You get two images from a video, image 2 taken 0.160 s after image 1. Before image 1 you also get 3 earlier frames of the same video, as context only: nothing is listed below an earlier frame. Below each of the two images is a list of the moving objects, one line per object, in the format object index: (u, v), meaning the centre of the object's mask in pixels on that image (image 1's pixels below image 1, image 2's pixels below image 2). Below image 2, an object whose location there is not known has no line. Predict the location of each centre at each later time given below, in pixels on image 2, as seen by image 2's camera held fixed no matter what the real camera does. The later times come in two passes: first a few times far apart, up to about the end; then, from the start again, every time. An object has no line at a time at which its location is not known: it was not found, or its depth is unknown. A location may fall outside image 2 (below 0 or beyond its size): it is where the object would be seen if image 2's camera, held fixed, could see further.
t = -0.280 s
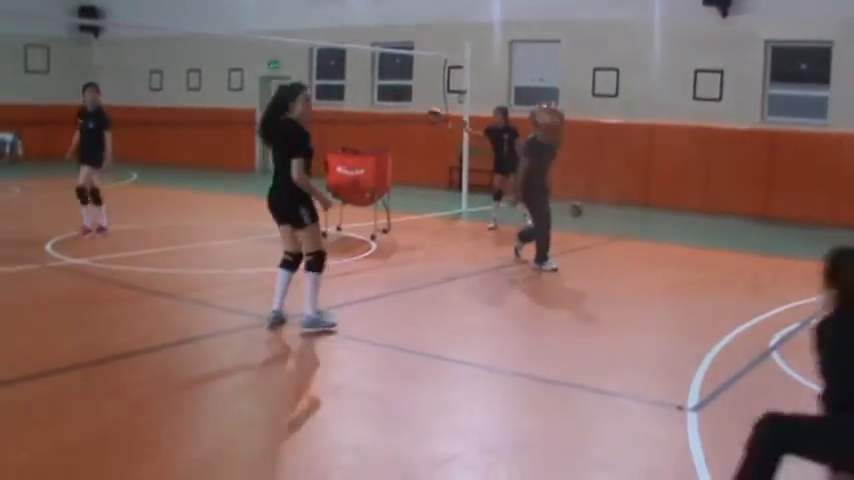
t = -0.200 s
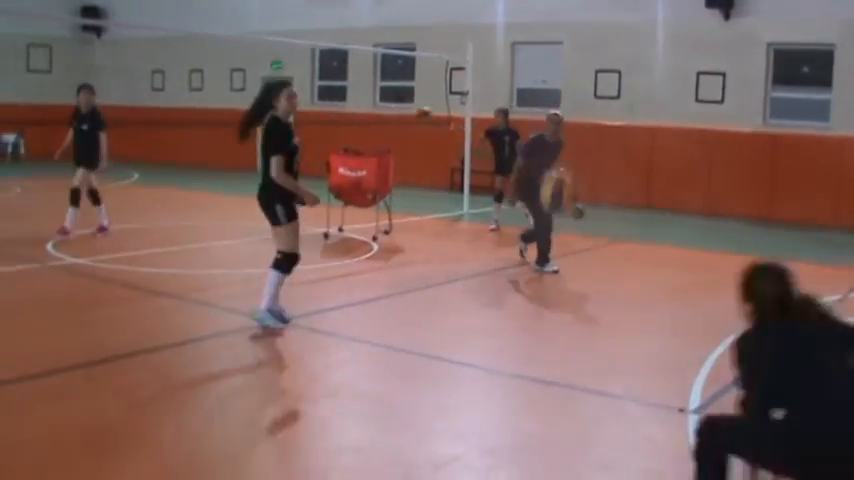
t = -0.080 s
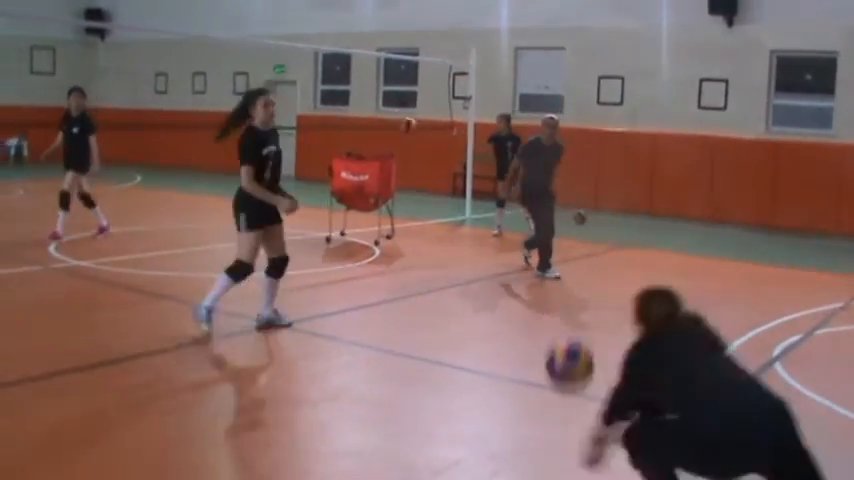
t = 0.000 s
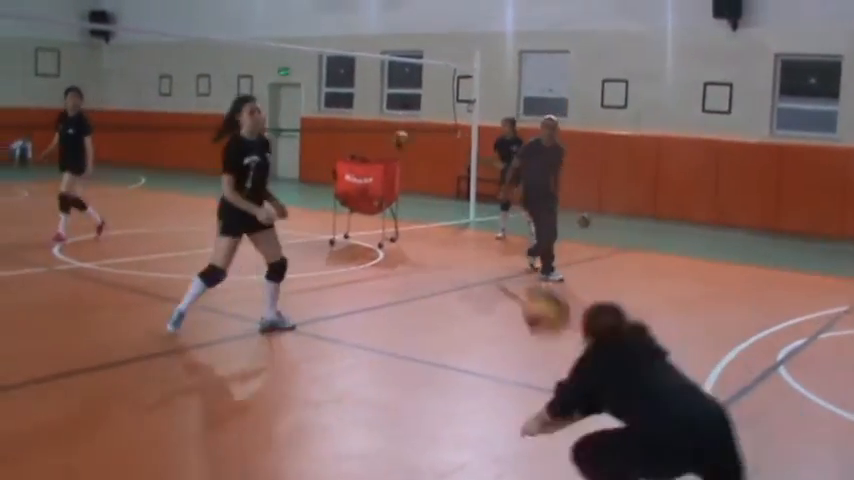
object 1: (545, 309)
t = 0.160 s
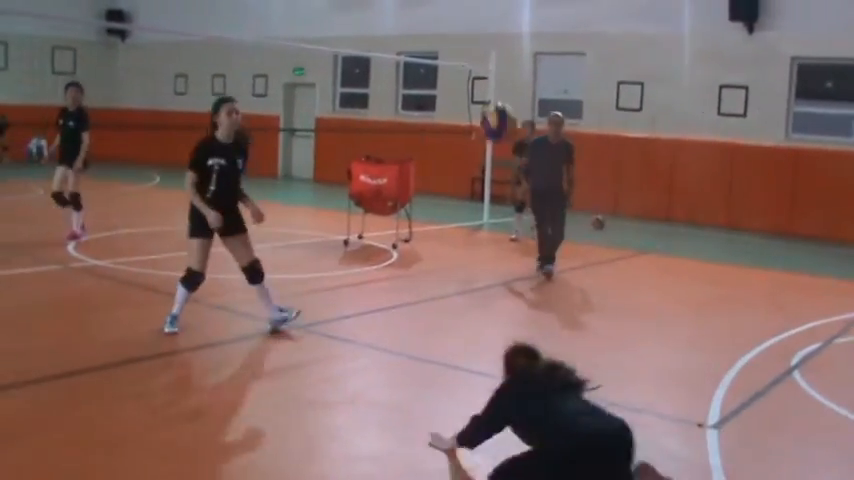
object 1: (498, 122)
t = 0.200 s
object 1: (488, 95)
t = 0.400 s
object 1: (444, 25)
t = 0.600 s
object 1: (415, 21)
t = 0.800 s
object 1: (392, 55)
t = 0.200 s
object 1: (488, 95)
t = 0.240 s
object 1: (478, 73)
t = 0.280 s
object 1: (468, 55)
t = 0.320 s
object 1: (459, 42)
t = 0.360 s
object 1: (451, 32)
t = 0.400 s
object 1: (444, 25)
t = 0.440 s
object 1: (438, 20)
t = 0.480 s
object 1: (432, 17)
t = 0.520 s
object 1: (426, 16)
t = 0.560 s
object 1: (420, 18)
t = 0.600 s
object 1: (415, 21)
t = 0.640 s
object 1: (410, 25)
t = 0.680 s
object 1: (406, 31)
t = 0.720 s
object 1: (401, 38)
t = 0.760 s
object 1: (397, 45)
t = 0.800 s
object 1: (392, 55)
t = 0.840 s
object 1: (389, 65)
